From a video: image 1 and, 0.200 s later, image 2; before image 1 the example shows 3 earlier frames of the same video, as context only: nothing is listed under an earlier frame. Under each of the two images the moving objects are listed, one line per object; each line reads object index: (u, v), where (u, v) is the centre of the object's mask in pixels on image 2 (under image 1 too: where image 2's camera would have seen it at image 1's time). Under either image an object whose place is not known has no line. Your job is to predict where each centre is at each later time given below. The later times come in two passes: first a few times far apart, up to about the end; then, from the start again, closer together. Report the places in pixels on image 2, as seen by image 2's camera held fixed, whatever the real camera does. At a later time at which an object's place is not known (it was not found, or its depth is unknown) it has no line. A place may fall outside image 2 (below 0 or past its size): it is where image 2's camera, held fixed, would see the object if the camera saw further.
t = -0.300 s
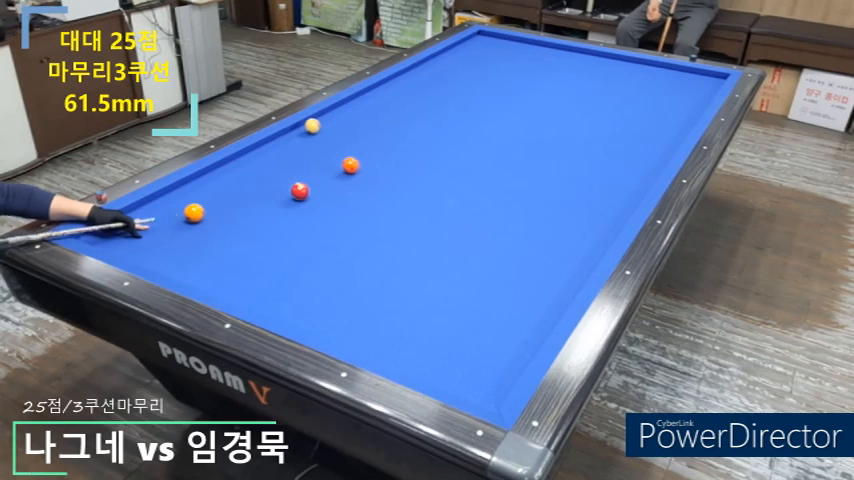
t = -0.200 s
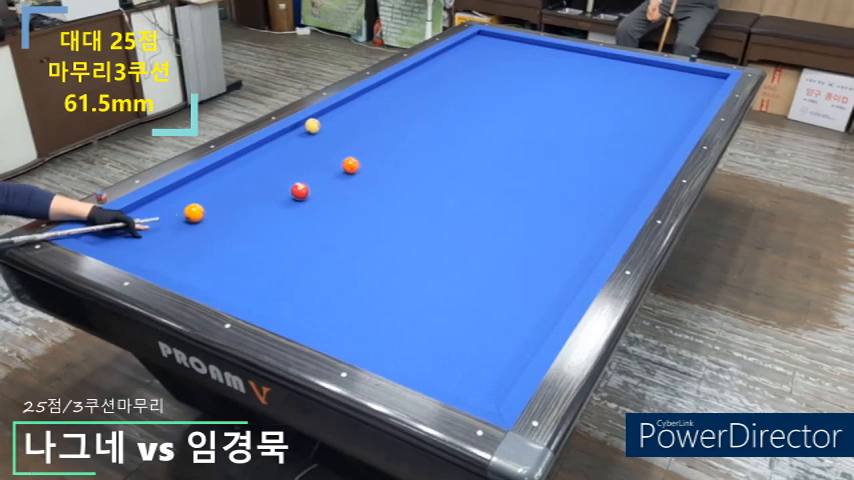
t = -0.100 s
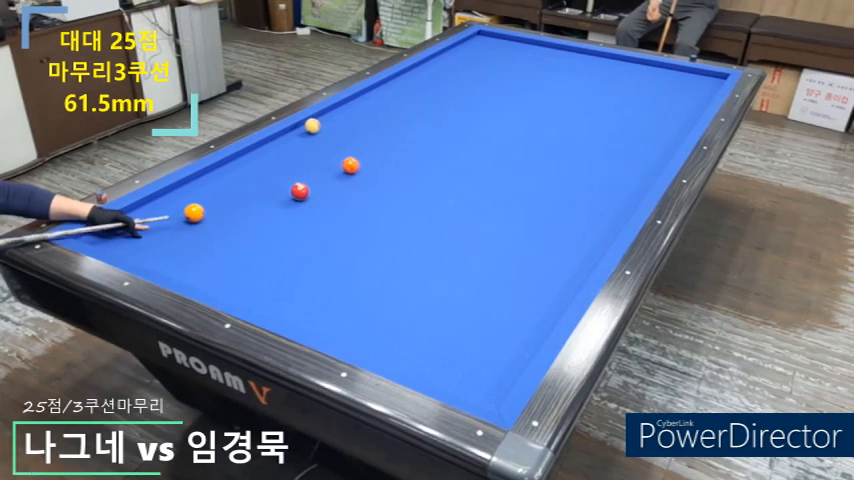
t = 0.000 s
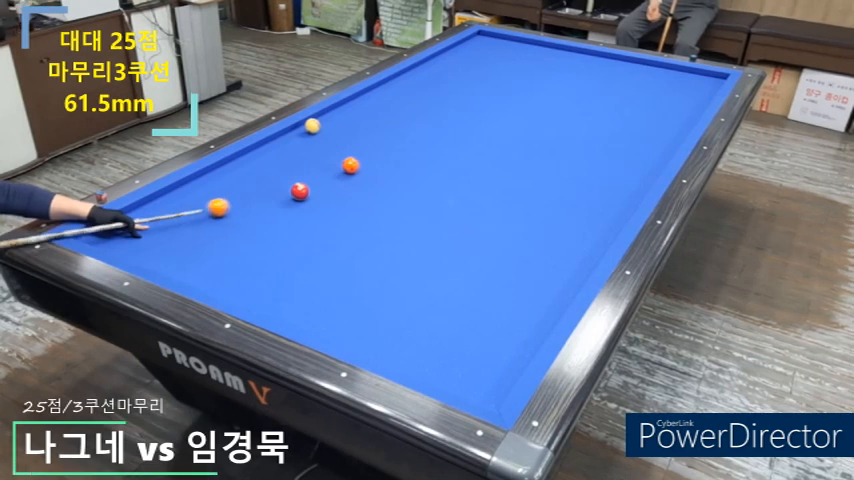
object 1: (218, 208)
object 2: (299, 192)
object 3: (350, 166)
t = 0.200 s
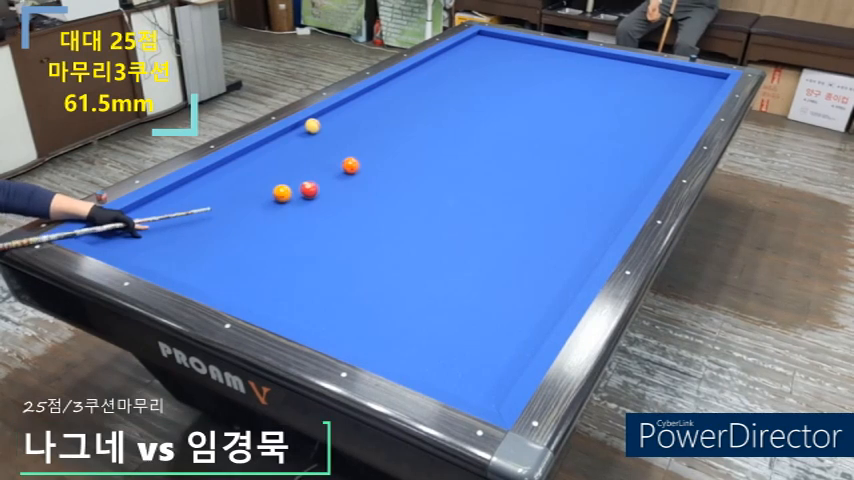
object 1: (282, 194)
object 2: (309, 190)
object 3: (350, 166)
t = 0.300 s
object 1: (285, 192)
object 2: (337, 185)
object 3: (350, 166)
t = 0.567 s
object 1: (302, 185)
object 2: (391, 175)
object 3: (350, 166)
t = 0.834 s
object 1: (319, 179)
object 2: (438, 167)
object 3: (350, 166)
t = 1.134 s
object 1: (336, 173)
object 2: (486, 158)
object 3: (351, 166)
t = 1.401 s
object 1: (344, 171)
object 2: (527, 150)
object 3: (356, 162)
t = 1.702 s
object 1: (350, 171)
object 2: (569, 142)
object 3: (362, 158)
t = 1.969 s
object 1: (354, 170)
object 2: (605, 136)
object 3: (368, 155)
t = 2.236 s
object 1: (358, 170)
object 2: (638, 129)
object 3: (373, 152)
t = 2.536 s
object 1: (361, 170)
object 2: (673, 123)
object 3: (378, 149)
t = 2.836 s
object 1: (364, 170)
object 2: (689, 115)
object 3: (382, 146)
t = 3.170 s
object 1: (365, 170)
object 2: (683, 103)
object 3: (386, 143)
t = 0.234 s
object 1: (282, 193)
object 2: (319, 188)
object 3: (350, 166)
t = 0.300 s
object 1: (285, 192)
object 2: (337, 185)
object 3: (350, 166)
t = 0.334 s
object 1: (287, 191)
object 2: (345, 184)
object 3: (350, 166)
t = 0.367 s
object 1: (289, 191)
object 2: (353, 182)
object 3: (350, 165)
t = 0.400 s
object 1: (291, 190)
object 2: (360, 181)
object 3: (350, 165)
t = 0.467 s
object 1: (296, 188)
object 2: (372, 179)
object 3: (350, 166)
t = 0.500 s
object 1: (298, 187)
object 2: (379, 178)
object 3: (350, 166)
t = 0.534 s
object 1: (300, 186)
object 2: (385, 177)
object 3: (350, 166)
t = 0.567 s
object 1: (302, 185)
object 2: (391, 175)
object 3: (350, 166)
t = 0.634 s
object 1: (306, 184)
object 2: (403, 173)
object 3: (350, 166)
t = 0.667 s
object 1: (309, 183)
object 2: (409, 172)
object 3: (350, 166)
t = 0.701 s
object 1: (311, 182)
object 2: (415, 171)
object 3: (350, 166)
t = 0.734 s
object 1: (313, 181)
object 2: (421, 170)
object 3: (350, 166)
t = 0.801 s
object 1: (317, 180)
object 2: (432, 168)
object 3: (350, 166)
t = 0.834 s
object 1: (319, 179)
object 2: (438, 167)
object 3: (350, 166)
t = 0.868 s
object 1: (321, 178)
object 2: (443, 166)
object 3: (350, 166)
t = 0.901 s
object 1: (323, 178)
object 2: (449, 165)
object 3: (350, 166)
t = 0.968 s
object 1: (327, 176)
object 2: (460, 163)
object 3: (350, 166)
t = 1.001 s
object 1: (328, 176)
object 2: (465, 162)
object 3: (350, 166)
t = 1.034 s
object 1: (330, 175)
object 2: (471, 161)
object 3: (350, 166)
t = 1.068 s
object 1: (332, 174)
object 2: (476, 160)
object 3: (350, 166)
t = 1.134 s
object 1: (336, 173)
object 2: (486, 158)
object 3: (351, 166)
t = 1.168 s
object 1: (338, 172)
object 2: (492, 157)
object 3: (351, 165)
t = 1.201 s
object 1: (339, 172)
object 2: (497, 156)
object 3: (352, 165)
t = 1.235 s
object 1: (340, 172)
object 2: (502, 155)
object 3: (353, 164)
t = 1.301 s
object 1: (341, 171)
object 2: (512, 153)
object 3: (354, 163)
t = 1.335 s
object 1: (342, 171)
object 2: (517, 152)
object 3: (354, 163)
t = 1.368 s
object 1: (343, 171)
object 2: (522, 151)
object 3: (355, 162)
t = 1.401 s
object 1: (344, 171)
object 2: (527, 150)
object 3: (356, 162)
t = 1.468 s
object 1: (345, 171)
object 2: (536, 149)
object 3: (357, 161)
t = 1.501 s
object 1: (346, 171)
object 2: (541, 148)
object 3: (358, 161)
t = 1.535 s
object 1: (346, 171)
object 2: (546, 147)
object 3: (358, 160)
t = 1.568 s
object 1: (347, 171)
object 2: (551, 146)
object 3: (359, 160)
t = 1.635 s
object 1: (348, 171)
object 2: (560, 144)
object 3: (360, 159)
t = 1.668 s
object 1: (349, 171)
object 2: (565, 143)
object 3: (361, 158)
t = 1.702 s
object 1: (350, 171)
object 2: (569, 142)
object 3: (362, 158)
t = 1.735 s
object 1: (350, 170)
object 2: (574, 141)
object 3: (363, 158)
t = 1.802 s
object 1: (352, 170)
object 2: (583, 140)
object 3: (364, 157)
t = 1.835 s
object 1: (352, 170)
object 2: (587, 139)
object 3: (365, 156)
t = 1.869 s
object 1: (353, 170)
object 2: (592, 138)
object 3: (365, 156)
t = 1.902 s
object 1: (353, 170)
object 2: (596, 137)
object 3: (366, 156)
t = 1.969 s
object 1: (354, 170)
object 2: (605, 136)
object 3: (368, 155)
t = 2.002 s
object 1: (355, 170)
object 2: (609, 135)
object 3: (368, 154)
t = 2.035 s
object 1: (355, 170)
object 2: (613, 134)
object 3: (369, 154)
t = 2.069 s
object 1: (356, 170)
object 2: (617, 134)
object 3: (370, 154)
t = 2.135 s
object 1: (357, 170)
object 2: (626, 132)
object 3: (371, 153)
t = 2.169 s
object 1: (357, 170)
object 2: (630, 131)
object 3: (371, 152)
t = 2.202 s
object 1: (357, 170)
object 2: (634, 130)
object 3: (372, 152)
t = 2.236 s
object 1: (358, 170)
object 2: (638, 129)
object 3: (373, 152)
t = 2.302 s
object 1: (359, 170)
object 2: (646, 128)
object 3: (374, 151)
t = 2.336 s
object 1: (359, 170)
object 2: (650, 127)
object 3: (374, 151)
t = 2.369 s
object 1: (360, 170)
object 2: (654, 127)
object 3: (375, 150)
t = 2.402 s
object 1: (360, 170)
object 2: (658, 126)
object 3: (376, 150)
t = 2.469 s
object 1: (361, 170)
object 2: (665, 124)
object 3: (377, 149)
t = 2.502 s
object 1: (361, 170)
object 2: (669, 123)
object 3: (377, 149)
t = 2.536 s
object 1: (361, 170)
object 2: (673, 123)
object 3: (378, 149)
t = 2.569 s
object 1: (362, 170)
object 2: (677, 122)
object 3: (378, 148)
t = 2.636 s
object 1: (362, 170)
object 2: (684, 121)
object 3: (379, 148)
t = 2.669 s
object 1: (362, 170)
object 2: (688, 120)
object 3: (380, 147)
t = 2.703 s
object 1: (363, 170)
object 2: (691, 119)
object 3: (380, 147)
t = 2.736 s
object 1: (363, 170)
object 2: (691, 118)
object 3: (381, 147)
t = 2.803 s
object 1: (363, 170)
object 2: (689, 116)
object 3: (382, 146)
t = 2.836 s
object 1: (364, 170)
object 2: (689, 115)
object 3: (382, 146)
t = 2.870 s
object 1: (364, 170)
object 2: (688, 114)
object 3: (383, 146)
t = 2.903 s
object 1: (364, 170)
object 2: (688, 112)
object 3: (383, 145)
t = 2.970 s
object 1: (364, 170)
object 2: (686, 110)
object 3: (384, 145)
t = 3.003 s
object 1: (365, 170)
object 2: (686, 109)
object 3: (384, 145)
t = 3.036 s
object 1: (365, 170)
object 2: (685, 108)
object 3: (385, 144)
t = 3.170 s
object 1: (365, 170)
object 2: (683, 103)
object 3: (386, 143)
